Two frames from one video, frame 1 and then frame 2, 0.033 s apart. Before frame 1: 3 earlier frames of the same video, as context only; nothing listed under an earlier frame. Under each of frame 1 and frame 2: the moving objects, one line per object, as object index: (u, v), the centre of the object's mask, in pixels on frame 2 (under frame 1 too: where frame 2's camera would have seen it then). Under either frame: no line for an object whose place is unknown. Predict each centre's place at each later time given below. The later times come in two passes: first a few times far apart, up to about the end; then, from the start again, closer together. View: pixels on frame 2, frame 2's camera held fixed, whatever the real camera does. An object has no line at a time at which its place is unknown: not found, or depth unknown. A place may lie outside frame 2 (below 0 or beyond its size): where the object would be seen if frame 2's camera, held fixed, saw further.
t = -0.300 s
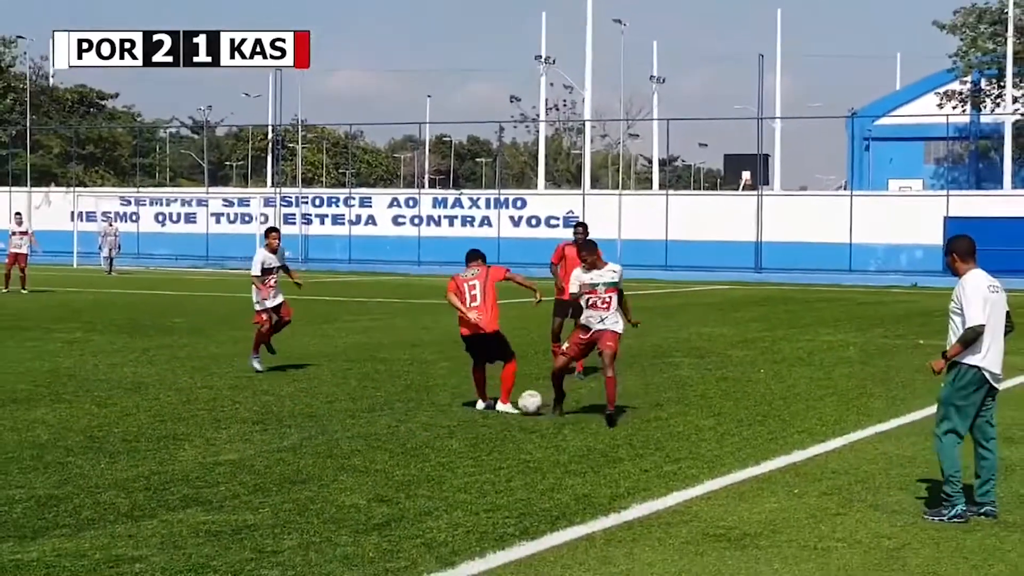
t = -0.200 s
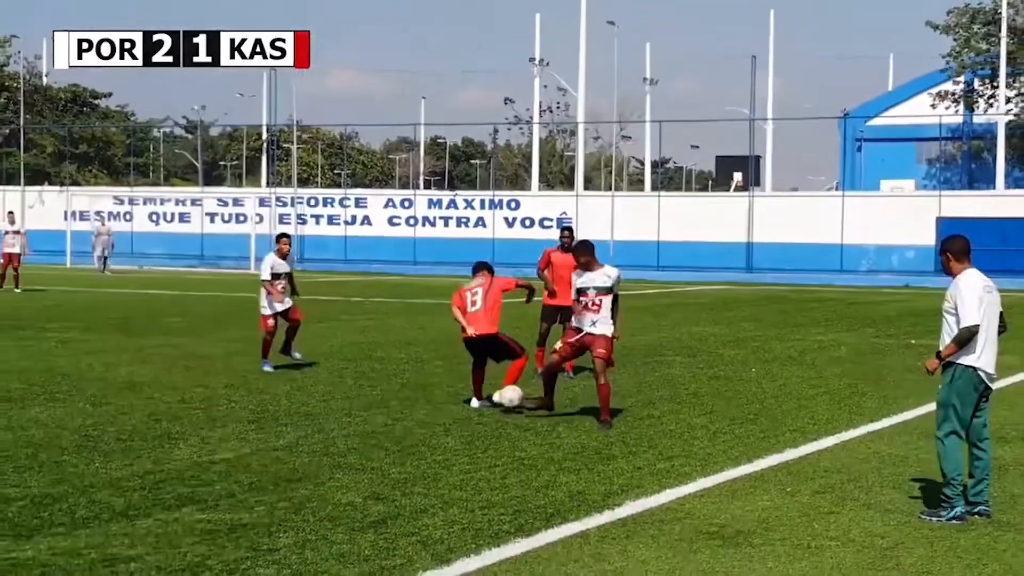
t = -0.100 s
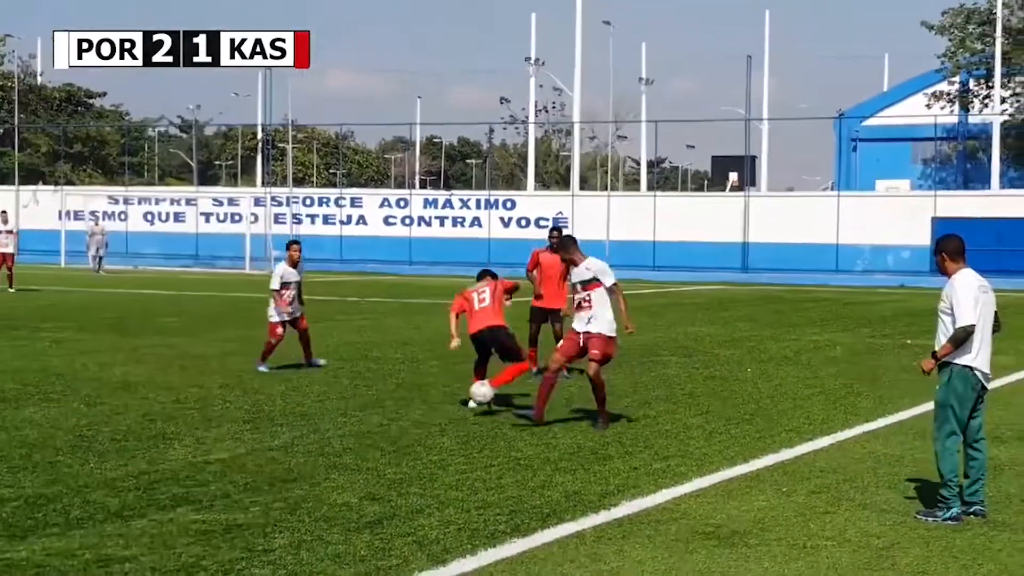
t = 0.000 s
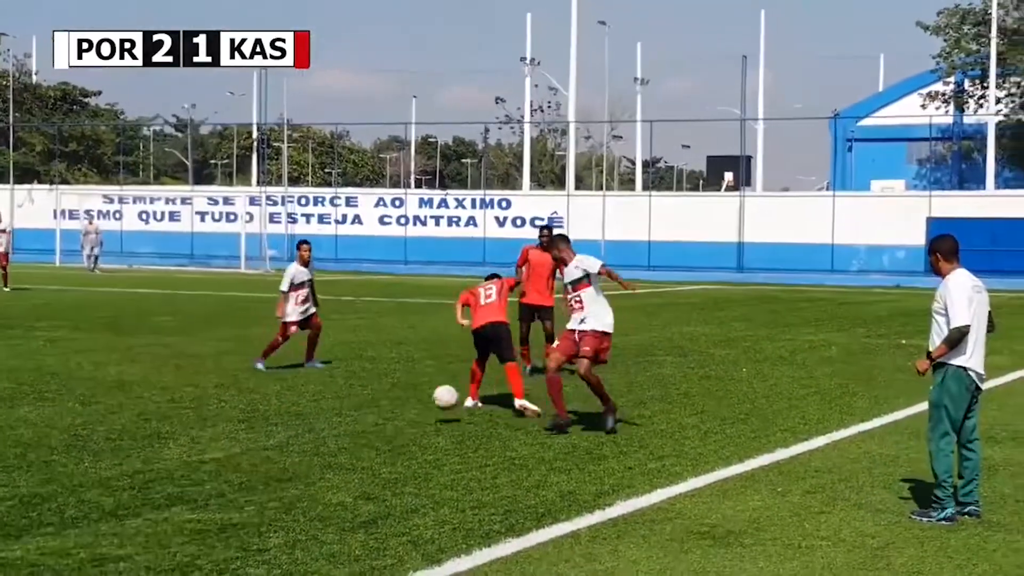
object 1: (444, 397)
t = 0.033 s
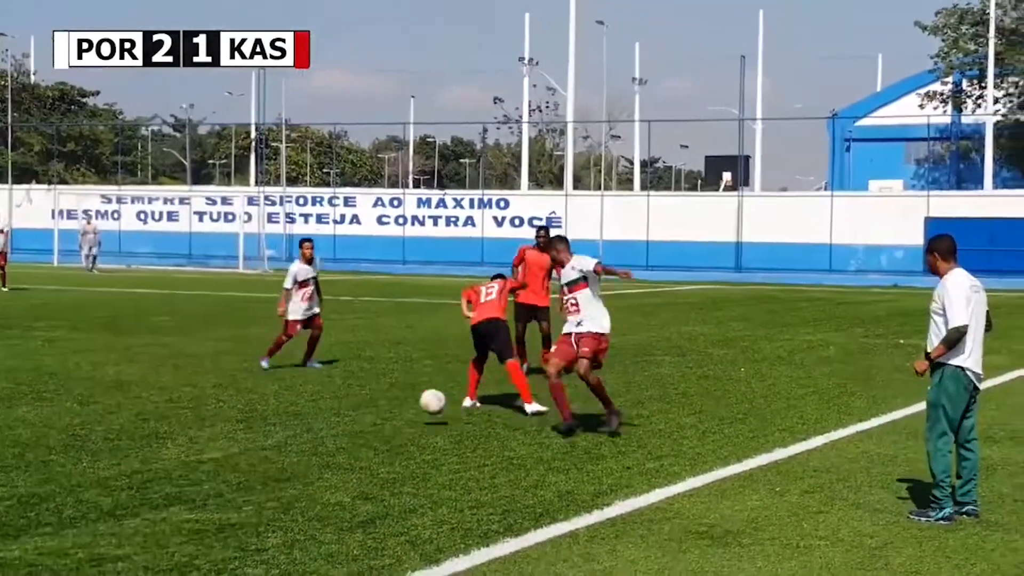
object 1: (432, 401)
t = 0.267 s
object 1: (364, 421)
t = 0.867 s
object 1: (211, 469)
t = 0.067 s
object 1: (421, 407)
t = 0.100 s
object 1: (408, 414)
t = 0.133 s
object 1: (397, 421)
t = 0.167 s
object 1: (389, 420)
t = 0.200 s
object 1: (380, 419)
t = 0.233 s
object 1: (372, 419)
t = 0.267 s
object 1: (364, 421)
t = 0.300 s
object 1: (355, 424)
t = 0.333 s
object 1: (346, 428)
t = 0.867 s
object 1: (211, 469)
